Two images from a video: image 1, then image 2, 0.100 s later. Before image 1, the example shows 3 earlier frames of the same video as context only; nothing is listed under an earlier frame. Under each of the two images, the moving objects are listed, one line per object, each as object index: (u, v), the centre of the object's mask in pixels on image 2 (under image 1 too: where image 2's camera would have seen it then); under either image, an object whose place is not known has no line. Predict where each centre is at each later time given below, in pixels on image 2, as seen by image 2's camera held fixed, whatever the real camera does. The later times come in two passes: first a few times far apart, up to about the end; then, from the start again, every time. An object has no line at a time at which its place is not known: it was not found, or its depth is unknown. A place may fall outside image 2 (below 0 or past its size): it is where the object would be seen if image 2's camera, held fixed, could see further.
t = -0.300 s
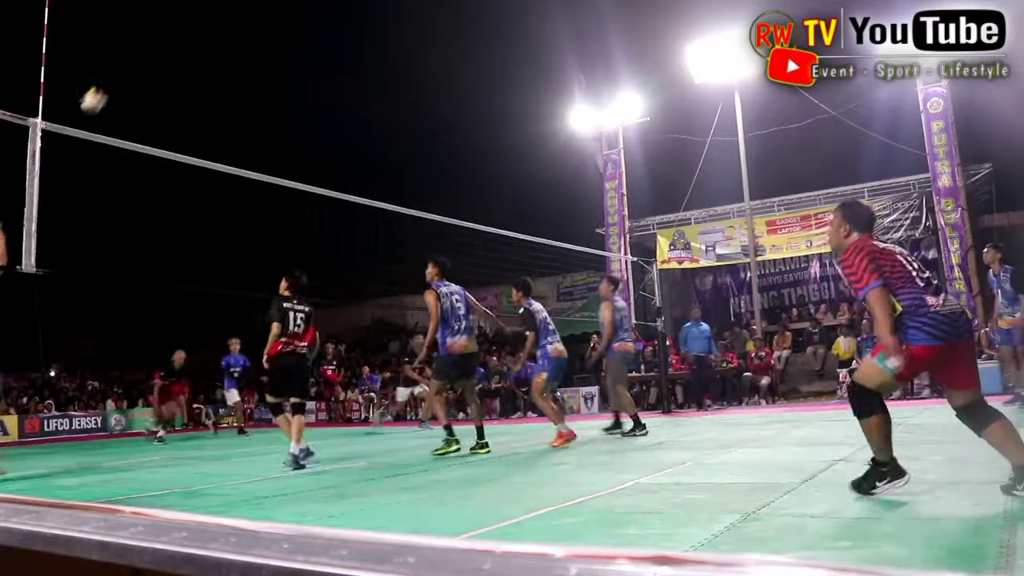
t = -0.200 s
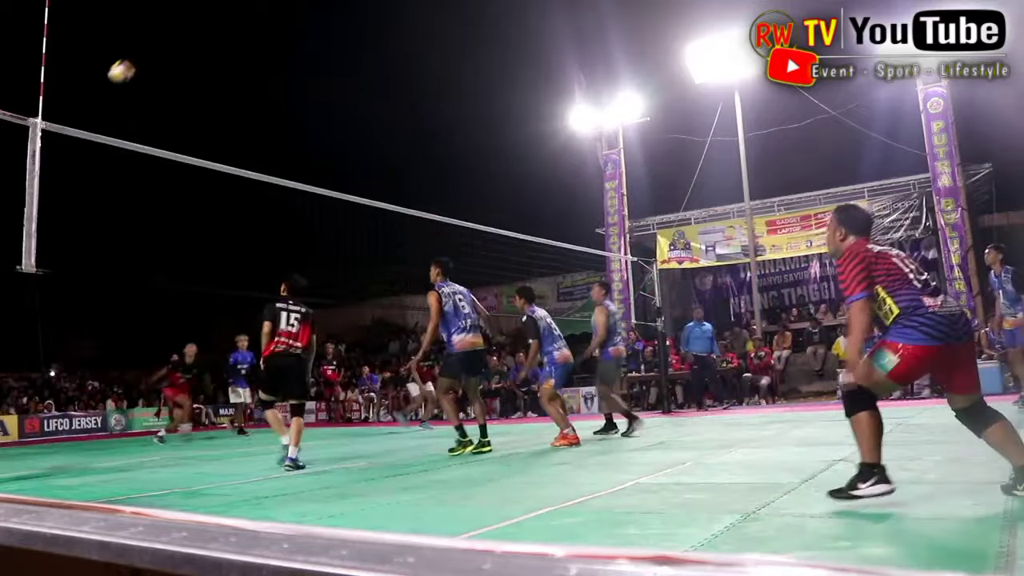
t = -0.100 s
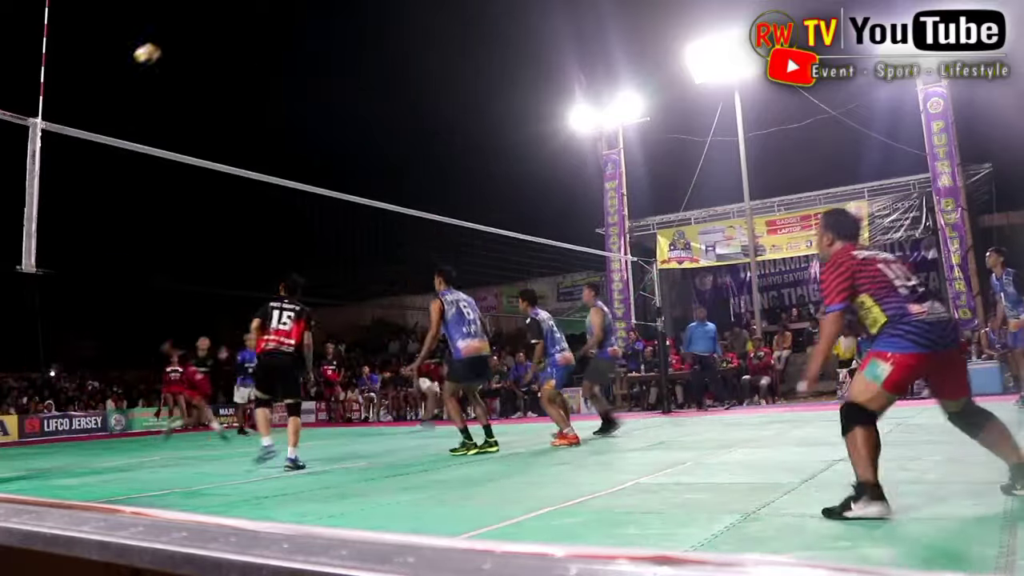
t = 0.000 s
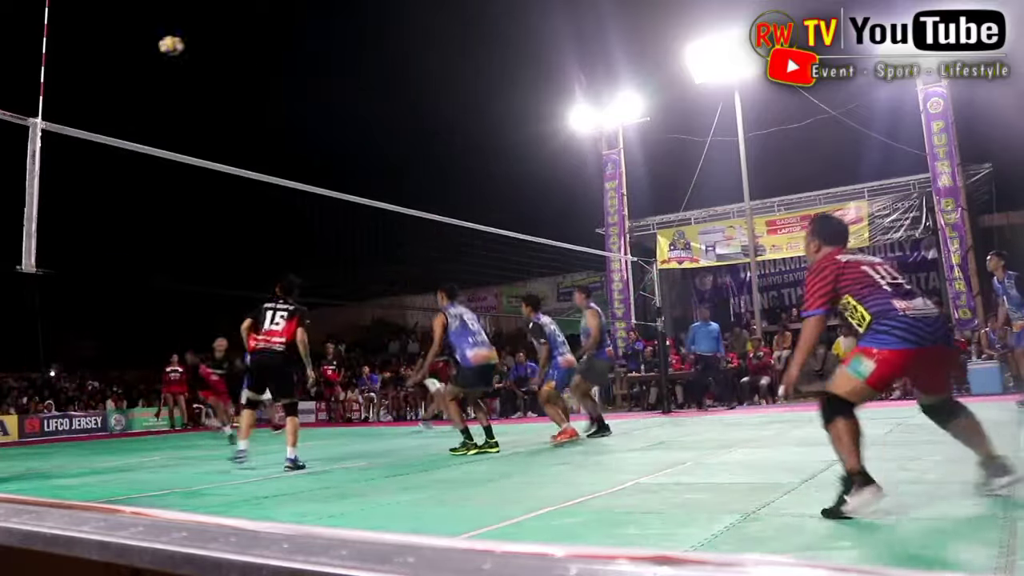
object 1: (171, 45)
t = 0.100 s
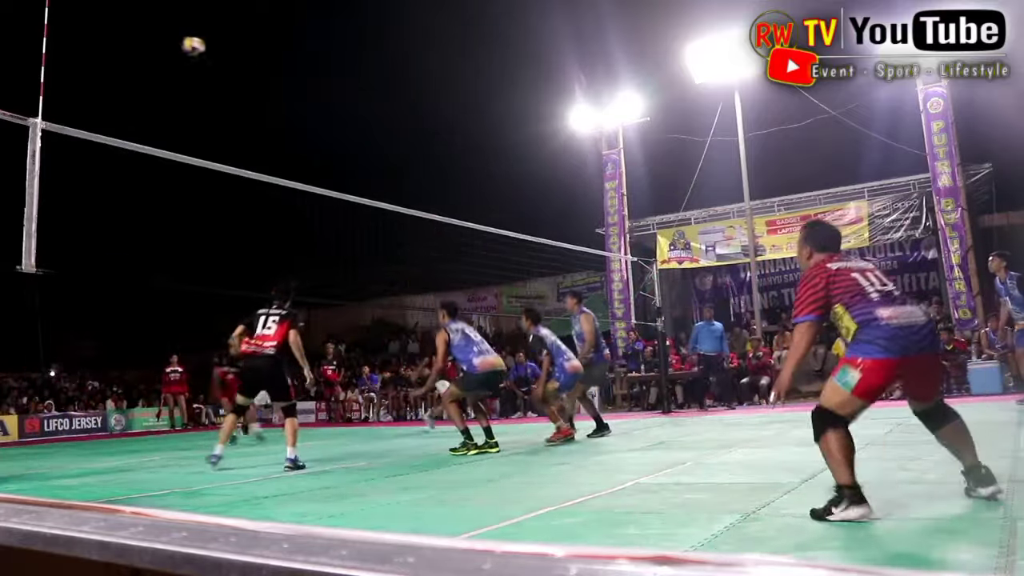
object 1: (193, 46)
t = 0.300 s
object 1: (234, 71)
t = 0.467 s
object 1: (266, 114)
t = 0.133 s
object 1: (201, 48)
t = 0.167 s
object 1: (207, 51)
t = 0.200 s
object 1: (214, 54)
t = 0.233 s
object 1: (221, 59)
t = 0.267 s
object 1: (228, 64)
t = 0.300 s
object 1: (234, 71)
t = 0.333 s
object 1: (241, 78)
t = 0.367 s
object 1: (247, 86)
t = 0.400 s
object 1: (253, 94)
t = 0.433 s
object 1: (259, 103)
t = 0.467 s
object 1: (266, 114)
